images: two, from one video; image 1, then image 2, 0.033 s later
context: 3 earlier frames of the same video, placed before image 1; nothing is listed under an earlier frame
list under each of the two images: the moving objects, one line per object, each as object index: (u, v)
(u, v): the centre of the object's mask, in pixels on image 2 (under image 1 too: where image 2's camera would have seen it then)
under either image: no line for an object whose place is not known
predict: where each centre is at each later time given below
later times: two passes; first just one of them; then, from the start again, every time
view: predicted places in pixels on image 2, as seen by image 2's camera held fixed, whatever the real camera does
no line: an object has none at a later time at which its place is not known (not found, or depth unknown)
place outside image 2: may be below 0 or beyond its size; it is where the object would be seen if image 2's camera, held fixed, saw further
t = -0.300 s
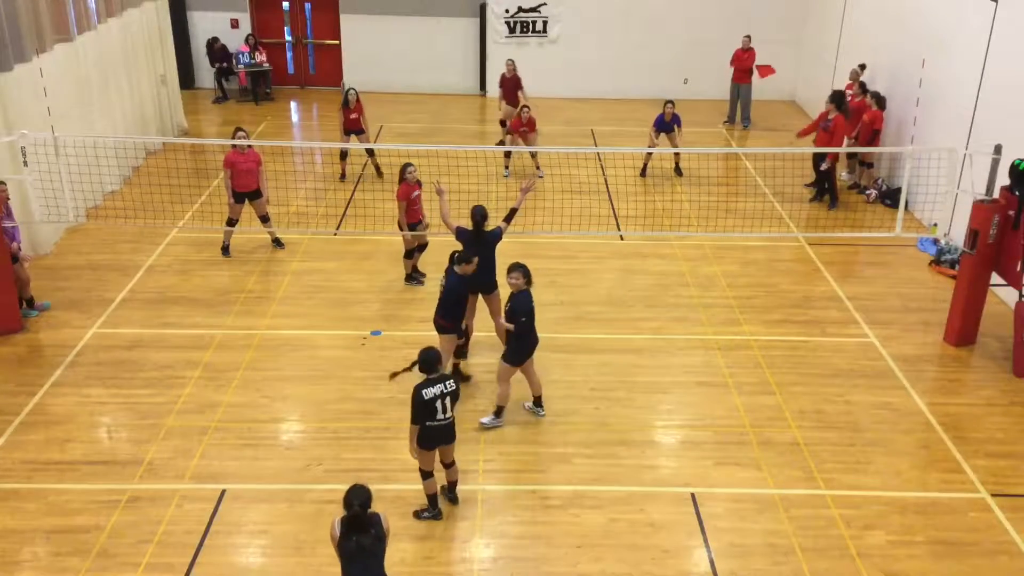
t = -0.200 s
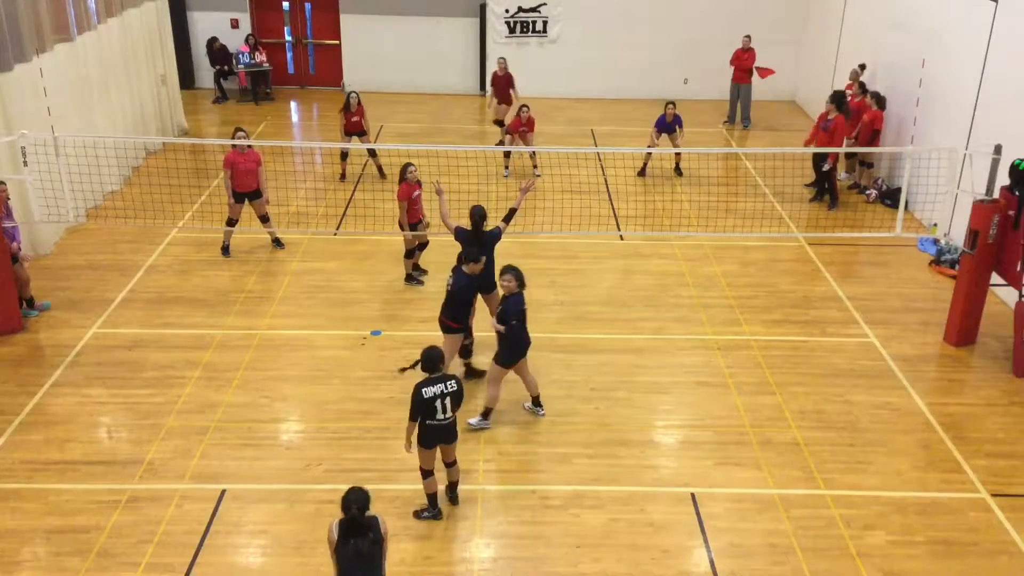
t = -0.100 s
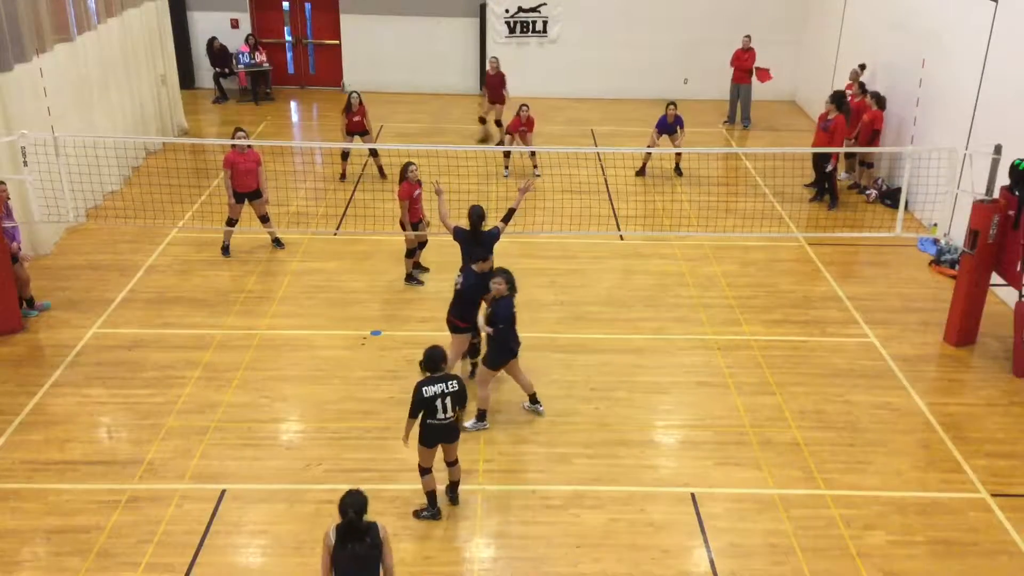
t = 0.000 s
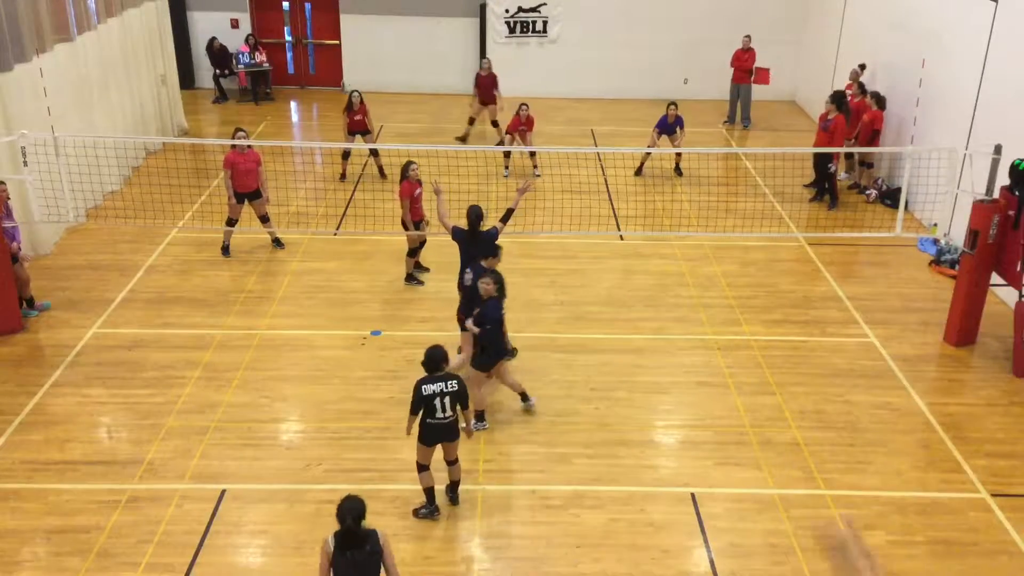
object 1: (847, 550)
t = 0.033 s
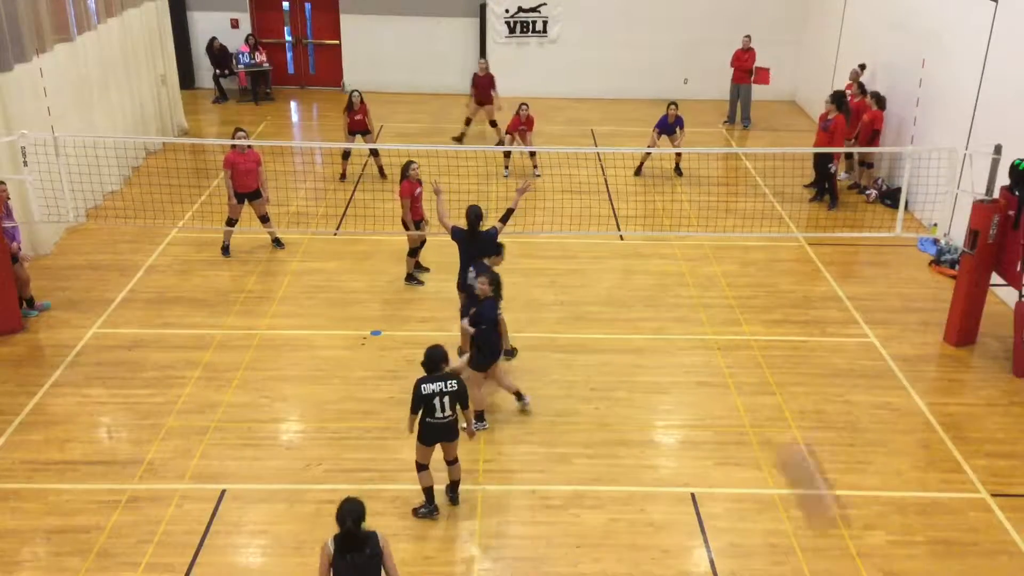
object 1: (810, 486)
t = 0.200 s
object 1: (663, 236)
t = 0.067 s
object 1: (770, 416)
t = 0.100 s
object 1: (739, 361)
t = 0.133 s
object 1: (708, 307)
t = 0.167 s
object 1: (685, 271)
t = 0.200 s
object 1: (663, 236)
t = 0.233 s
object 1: (644, 203)
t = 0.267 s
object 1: (626, 179)
